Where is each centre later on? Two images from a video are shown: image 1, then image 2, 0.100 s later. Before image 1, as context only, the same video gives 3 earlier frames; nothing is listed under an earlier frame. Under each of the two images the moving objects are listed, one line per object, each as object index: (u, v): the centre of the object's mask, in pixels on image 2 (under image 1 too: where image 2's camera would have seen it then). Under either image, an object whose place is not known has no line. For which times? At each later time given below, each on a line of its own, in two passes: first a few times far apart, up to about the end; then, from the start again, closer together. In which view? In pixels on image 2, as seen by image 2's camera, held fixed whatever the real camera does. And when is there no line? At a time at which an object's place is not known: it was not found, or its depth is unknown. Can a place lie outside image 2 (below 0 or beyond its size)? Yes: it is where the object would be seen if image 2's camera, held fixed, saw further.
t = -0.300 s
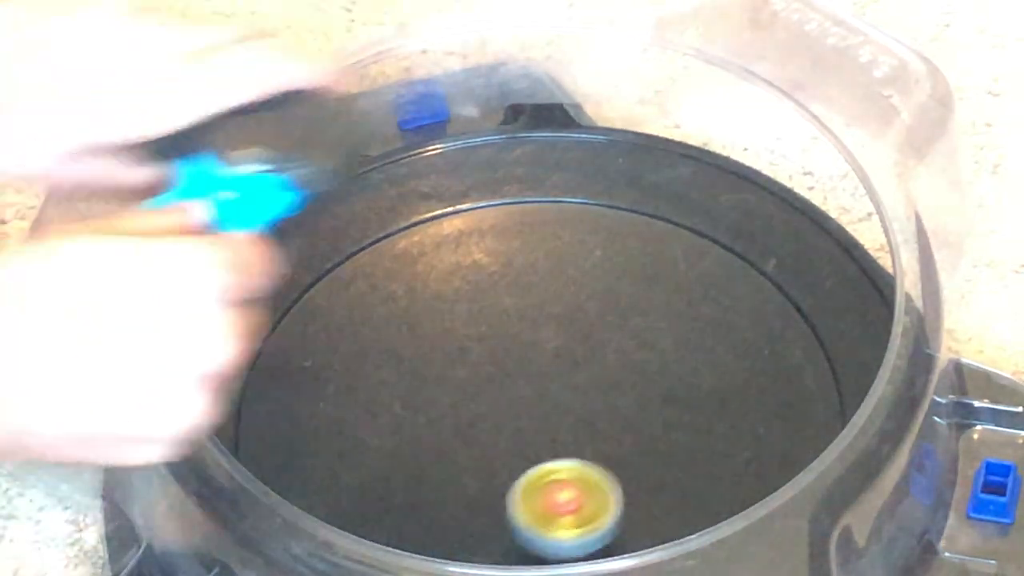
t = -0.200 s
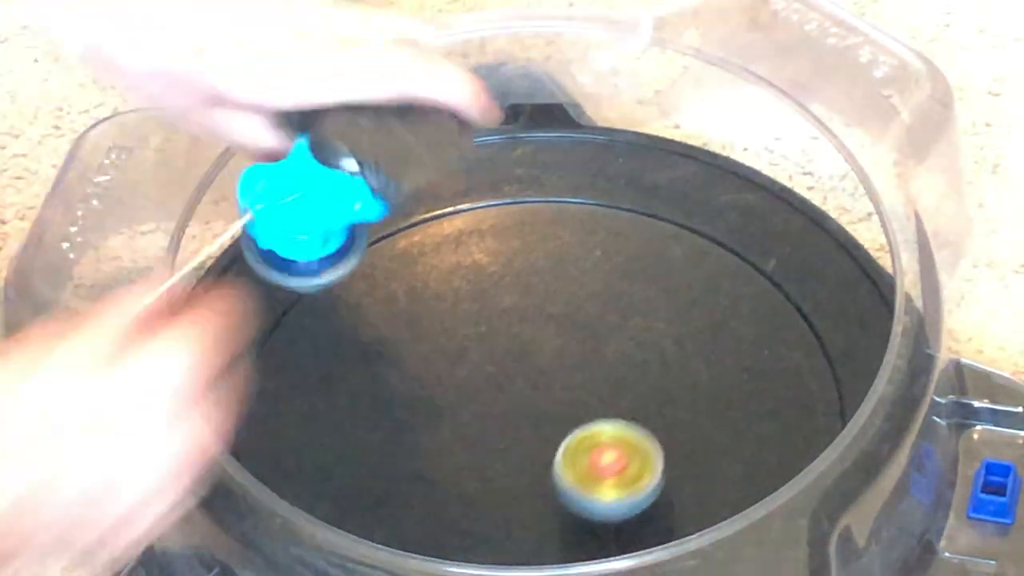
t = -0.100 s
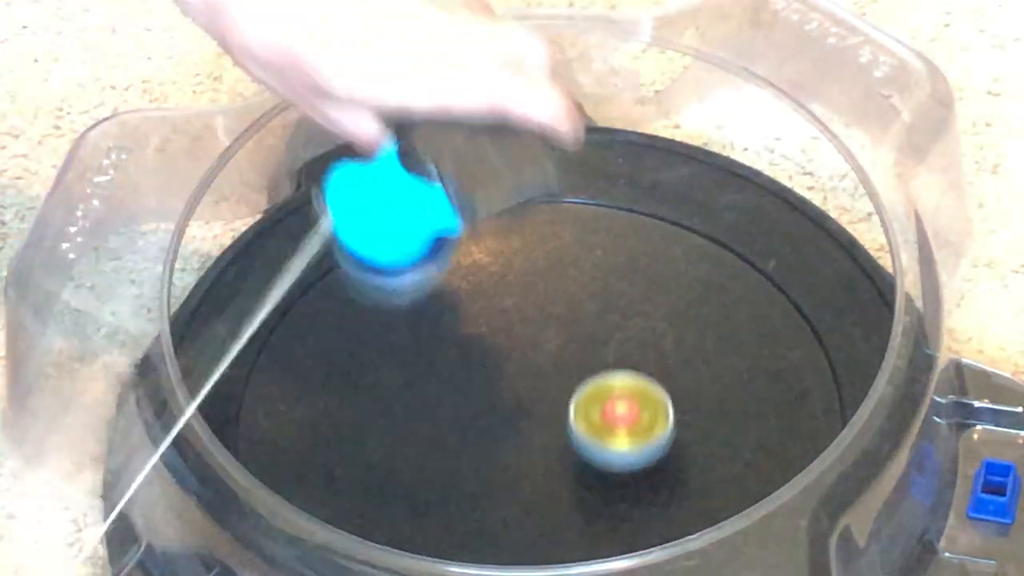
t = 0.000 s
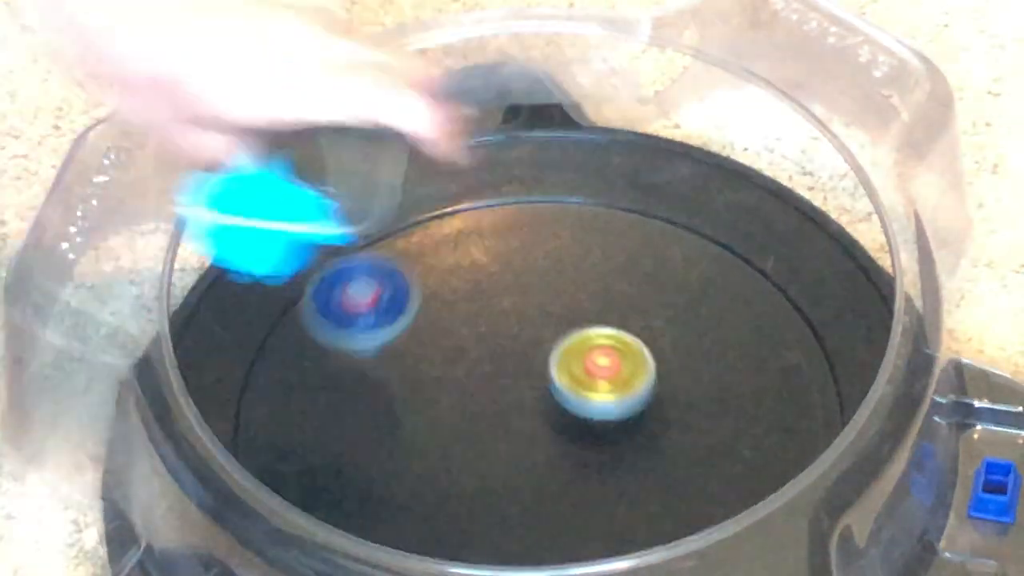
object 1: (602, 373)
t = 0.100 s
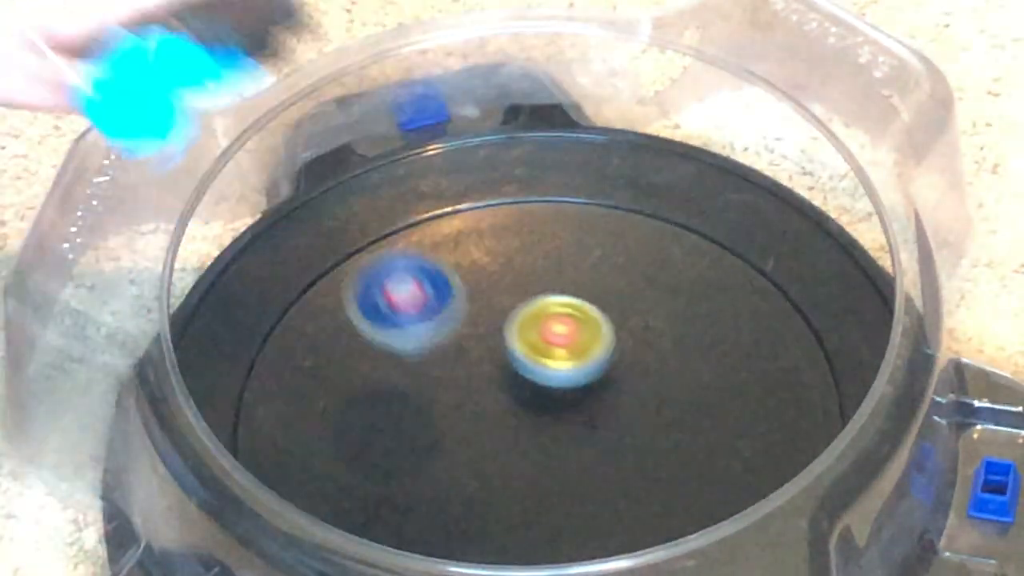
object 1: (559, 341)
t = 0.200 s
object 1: (509, 321)
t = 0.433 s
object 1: (405, 375)
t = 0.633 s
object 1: (427, 458)
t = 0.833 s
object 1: (536, 482)
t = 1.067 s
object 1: (617, 405)
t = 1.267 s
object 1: (577, 334)
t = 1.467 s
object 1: (493, 330)
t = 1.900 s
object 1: (516, 463)
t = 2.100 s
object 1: (607, 448)
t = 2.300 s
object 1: (647, 379)
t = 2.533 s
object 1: (574, 337)
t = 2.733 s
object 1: (501, 364)
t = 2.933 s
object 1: (493, 434)
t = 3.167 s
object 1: (577, 477)
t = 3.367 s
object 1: (654, 445)
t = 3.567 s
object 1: (651, 383)
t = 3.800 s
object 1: (567, 369)
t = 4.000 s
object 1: (504, 415)
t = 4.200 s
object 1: (517, 480)
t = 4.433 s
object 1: (602, 499)
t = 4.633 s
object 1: (644, 457)
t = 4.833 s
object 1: (614, 406)
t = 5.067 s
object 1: (520, 408)
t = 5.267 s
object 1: (478, 457)
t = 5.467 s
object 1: (508, 504)
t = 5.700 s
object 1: (587, 495)
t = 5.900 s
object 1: (597, 442)
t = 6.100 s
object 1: (545, 407)
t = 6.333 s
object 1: (464, 421)
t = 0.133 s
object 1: (541, 334)
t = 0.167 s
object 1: (524, 328)
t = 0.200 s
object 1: (509, 321)
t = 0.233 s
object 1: (488, 316)
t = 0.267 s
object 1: (468, 326)
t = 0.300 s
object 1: (452, 334)
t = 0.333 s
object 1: (436, 342)
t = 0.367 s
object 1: (423, 351)
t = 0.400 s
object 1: (412, 363)
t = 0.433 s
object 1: (405, 375)
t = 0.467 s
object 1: (400, 389)
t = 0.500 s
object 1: (399, 404)
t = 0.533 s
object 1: (401, 418)
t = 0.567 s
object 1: (407, 432)
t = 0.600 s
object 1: (415, 446)
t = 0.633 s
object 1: (427, 458)
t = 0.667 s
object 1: (442, 468)
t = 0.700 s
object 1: (459, 476)
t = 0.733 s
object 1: (477, 482)
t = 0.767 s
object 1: (497, 485)
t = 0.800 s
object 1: (517, 484)
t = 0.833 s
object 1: (536, 482)
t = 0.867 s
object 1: (554, 477)
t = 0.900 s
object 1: (571, 469)
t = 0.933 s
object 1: (586, 459)
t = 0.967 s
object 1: (599, 447)
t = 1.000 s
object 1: (608, 433)
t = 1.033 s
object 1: (614, 419)
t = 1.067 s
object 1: (617, 405)
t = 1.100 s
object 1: (618, 392)
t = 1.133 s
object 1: (615, 378)
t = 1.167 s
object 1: (609, 366)
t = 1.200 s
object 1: (601, 354)
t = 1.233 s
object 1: (590, 343)
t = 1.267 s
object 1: (577, 334)
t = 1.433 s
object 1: (508, 326)
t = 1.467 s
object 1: (493, 330)
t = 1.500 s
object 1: (479, 335)
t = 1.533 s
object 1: (466, 342)
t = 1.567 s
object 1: (456, 350)
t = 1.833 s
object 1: (485, 453)
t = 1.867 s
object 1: (501, 459)
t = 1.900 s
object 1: (516, 463)
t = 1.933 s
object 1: (533, 464)
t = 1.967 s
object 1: (548, 464)
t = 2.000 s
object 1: (562, 462)
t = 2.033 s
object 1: (577, 460)
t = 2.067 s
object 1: (592, 455)
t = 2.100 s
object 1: (607, 448)
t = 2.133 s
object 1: (621, 439)
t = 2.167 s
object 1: (632, 429)
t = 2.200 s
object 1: (642, 417)
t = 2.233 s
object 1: (647, 404)
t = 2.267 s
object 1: (649, 391)
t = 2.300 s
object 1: (647, 379)
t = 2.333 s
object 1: (642, 368)
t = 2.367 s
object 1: (633, 357)
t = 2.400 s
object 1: (624, 349)
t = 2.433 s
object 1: (612, 344)
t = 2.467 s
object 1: (599, 340)
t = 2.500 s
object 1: (586, 338)
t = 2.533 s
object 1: (574, 337)
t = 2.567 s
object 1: (561, 337)
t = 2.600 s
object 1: (548, 339)
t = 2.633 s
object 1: (535, 343)
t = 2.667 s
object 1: (522, 348)
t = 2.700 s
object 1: (511, 355)
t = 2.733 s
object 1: (501, 364)
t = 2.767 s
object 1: (493, 374)
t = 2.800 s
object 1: (488, 385)
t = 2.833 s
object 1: (485, 397)
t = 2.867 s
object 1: (486, 410)
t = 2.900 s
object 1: (488, 423)
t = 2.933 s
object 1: (493, 434)
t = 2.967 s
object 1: (501, 445)
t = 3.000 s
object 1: (511, 453)
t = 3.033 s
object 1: (523, 461)
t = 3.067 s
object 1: (535, 468)
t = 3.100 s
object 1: (549, 472)
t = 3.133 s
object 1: (563, 476)
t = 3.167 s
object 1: (577, 477)
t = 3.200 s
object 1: (592, 476)
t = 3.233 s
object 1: (607, 474)
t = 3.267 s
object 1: (621, 469)
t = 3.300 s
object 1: (633, 462)
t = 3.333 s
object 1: (644, 454)
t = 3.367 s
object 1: (654, 445)
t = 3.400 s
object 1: (661, 434)
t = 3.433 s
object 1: (665, 423)
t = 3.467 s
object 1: (665, 413)
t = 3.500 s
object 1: (663, 402)
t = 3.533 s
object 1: (658, 392)
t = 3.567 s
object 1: (651, 383)
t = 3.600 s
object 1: (642, 377)
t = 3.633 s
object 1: (631, 371)
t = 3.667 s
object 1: (619, 367)
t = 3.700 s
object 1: (606, 366)
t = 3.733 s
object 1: (593, 365)
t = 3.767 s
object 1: (580, 366)
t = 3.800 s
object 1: (567, 369)
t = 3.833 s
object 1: (554, 373)
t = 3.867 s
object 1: (541, 379)
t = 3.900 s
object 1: (530, 386)
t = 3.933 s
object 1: (519, 394)
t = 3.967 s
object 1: (511, 404)
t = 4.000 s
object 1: (504, 415)
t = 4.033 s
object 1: (500, 427)
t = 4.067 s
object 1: (498, 438)
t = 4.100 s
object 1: (499, 450)
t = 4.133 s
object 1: (503, 461)
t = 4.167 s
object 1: (508, 470)
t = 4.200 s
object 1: (517, 480)
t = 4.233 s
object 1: (527, 487)
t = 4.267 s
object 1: (538, 494)
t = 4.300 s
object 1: (550, 498)
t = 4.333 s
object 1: (563, 501)
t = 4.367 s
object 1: (577, 501)
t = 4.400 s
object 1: (589, 501)
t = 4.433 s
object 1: (602, 499)
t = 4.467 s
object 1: (612, 495)
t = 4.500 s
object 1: (622, 490)
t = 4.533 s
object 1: (630, 483)
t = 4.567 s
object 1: (637, 475)
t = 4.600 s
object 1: (641, 466)
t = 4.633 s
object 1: (644, 457)
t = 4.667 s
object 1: (645, 447)
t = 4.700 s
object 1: (644, 437)
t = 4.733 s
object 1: (640, 428)
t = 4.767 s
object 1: (633, 420)
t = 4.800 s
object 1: (625, 412)
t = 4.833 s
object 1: (614, 406)
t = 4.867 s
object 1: (601, 402)
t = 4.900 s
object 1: (588, 398)
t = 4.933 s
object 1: (575, 397)
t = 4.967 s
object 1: (562, 398)
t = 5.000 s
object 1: (547, 400)
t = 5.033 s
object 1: (533, 403)
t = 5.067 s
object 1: (520, 408)
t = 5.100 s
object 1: (509, 414)
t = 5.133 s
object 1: (499, 421)
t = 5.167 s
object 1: (492, 429)
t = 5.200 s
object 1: (485, 438)
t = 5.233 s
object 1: (480, 447)
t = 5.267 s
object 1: (478, 457)
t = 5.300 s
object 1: (478, 466)
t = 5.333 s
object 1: (480, 475)
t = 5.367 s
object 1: (484, 484)
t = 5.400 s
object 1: (490, 492)
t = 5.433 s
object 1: (498, 499)
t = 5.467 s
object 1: (508, 504)
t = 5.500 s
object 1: (519, 508)
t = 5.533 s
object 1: (531, 510)
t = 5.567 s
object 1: (544, 511)
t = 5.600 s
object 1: (556, 509)
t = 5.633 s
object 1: (567, 506)
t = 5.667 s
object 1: (578, 501)
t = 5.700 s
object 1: (587, 495)
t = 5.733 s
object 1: (594, 487)
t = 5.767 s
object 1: (599, 479)
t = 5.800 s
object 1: (602, 470)
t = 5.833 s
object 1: (602, 460)
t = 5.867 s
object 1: (601, 451)
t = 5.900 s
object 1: (597, 442)
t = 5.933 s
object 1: (592, 433)
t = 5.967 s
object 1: (586, 426)
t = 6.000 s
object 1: (577, 419)
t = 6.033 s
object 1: (567, 414)
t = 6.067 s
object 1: (556, 410)
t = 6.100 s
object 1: (545, 407)
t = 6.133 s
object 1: (533, 405)
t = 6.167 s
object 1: (520, 404)
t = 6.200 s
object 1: (508, 404)
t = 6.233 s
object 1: (495, 407)
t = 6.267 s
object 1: (484, 410)
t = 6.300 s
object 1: (474, 415)
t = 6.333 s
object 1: (464, 421)
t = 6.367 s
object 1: (457, 428)
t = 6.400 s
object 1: (452, 437)
